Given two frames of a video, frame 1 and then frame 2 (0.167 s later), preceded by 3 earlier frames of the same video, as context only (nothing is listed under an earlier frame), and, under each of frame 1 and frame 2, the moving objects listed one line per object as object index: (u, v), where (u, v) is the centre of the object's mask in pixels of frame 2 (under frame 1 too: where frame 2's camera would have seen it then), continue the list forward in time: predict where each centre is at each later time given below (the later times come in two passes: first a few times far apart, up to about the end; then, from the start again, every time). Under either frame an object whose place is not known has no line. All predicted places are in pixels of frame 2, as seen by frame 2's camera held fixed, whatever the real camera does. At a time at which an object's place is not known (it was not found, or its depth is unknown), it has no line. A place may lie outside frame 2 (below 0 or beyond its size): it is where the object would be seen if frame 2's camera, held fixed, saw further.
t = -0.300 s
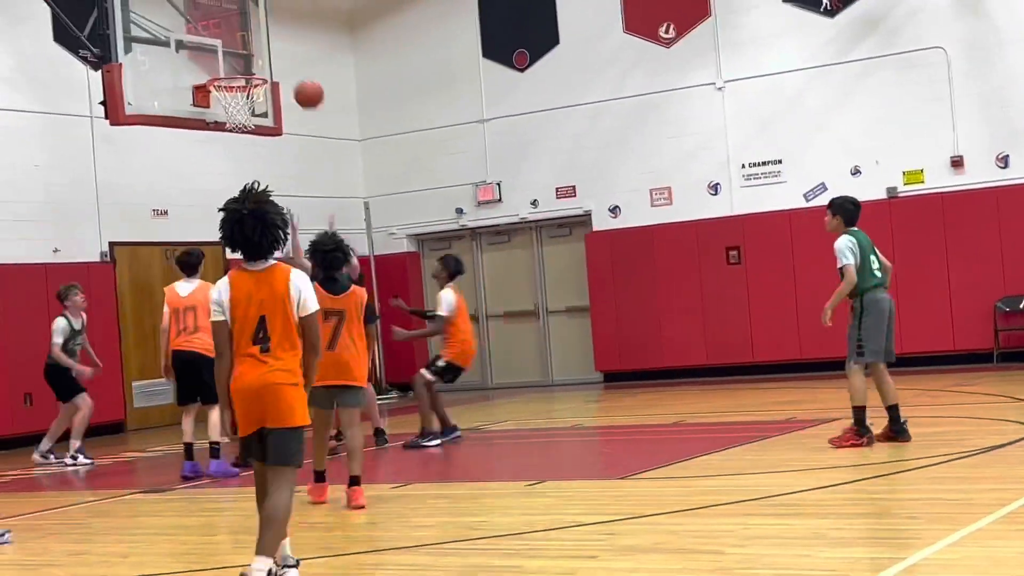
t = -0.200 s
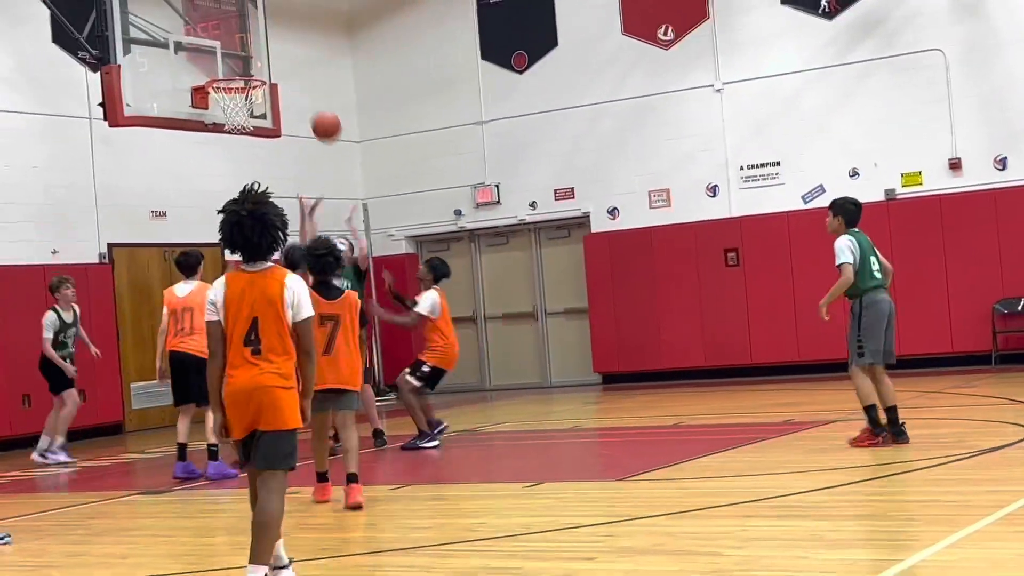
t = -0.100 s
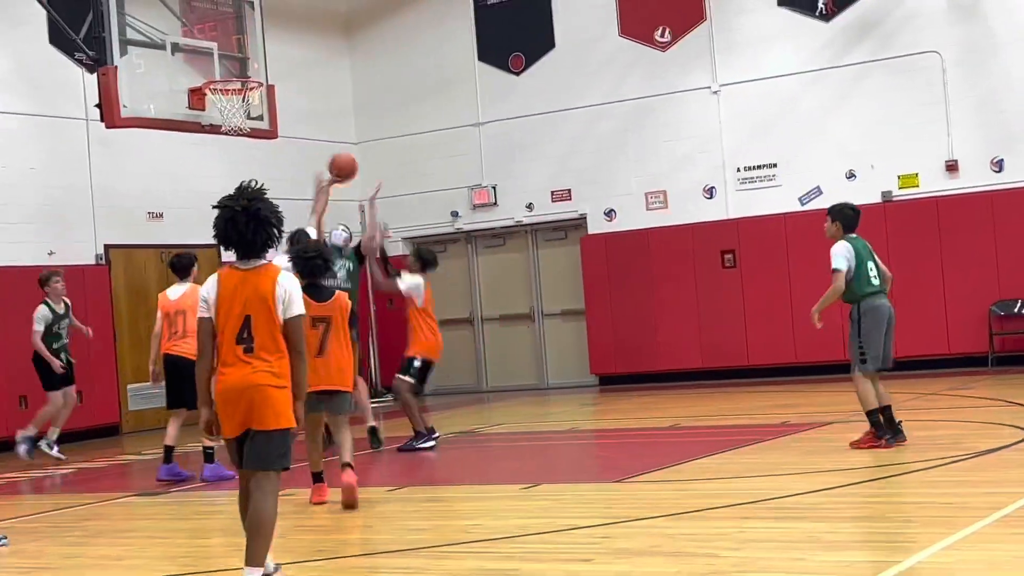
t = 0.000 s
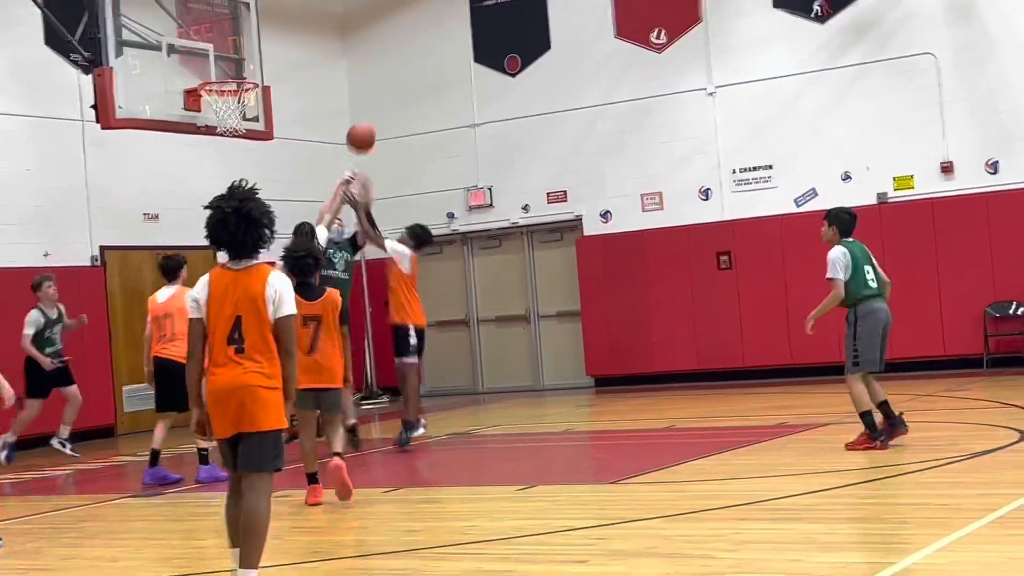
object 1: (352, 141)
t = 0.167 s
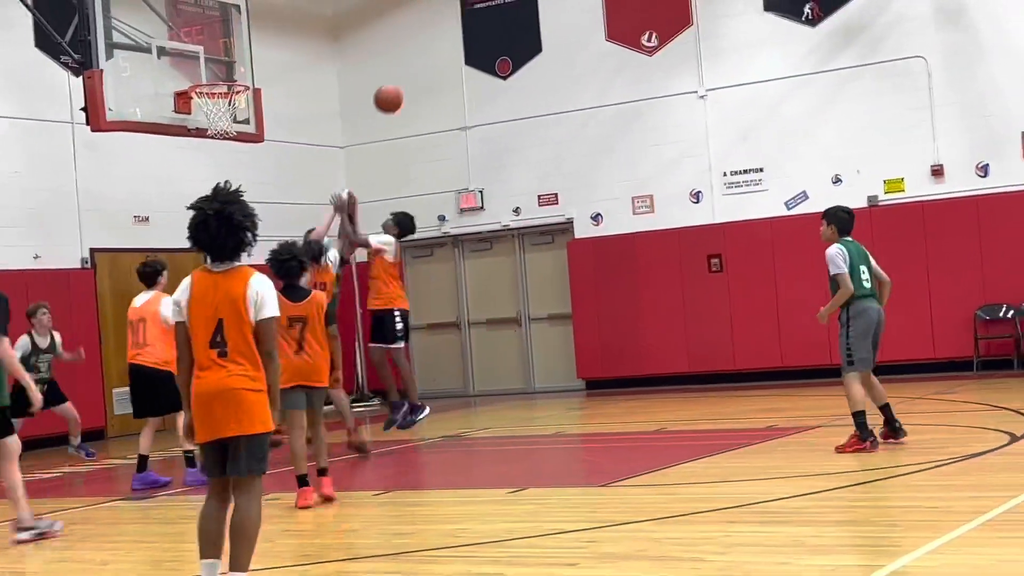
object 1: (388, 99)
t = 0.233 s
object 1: (403, 92)
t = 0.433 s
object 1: (448, 101)
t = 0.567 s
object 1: (479, 131)
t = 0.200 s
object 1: (396, 95)
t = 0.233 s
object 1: (403, 92)
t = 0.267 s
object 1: (411, 90)
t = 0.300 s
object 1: (418, 90)
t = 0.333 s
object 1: (425, 91)
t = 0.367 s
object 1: (433, 93)
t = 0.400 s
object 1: (440, 96)
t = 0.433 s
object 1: (448, 101)
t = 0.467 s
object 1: (456, 107)
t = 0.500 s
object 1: (463, 114)
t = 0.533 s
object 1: (471, 123)
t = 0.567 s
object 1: (479, 131)
